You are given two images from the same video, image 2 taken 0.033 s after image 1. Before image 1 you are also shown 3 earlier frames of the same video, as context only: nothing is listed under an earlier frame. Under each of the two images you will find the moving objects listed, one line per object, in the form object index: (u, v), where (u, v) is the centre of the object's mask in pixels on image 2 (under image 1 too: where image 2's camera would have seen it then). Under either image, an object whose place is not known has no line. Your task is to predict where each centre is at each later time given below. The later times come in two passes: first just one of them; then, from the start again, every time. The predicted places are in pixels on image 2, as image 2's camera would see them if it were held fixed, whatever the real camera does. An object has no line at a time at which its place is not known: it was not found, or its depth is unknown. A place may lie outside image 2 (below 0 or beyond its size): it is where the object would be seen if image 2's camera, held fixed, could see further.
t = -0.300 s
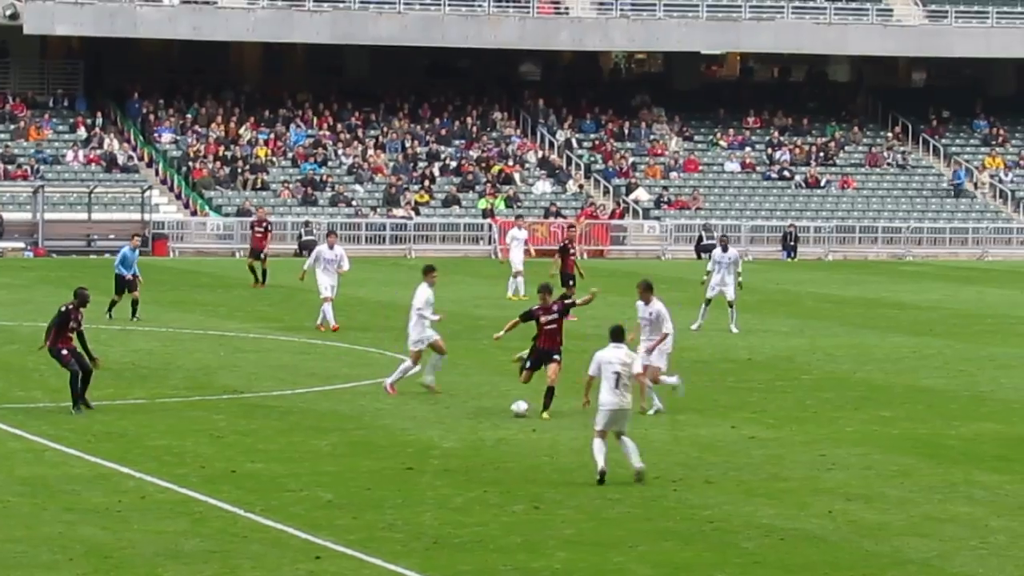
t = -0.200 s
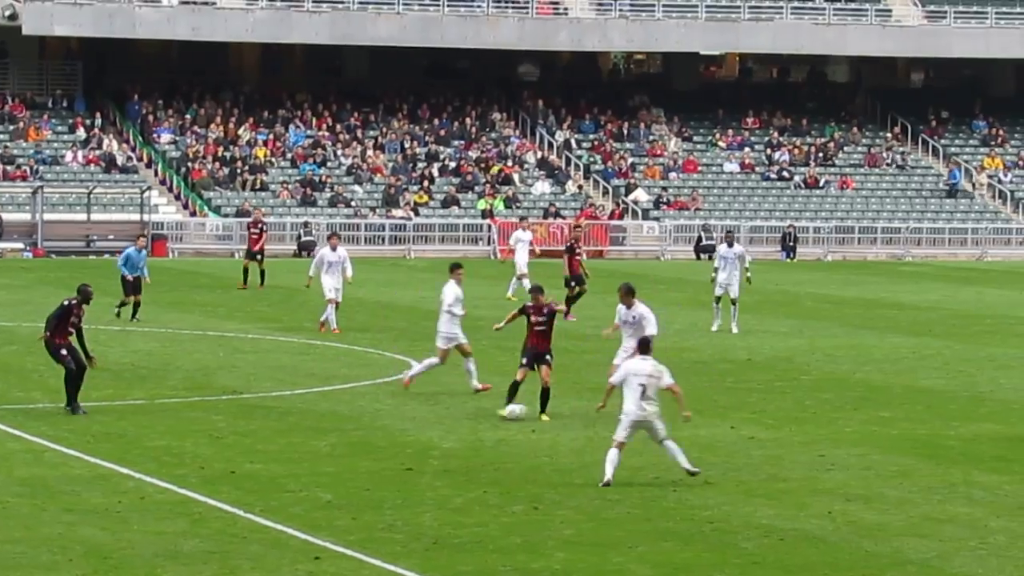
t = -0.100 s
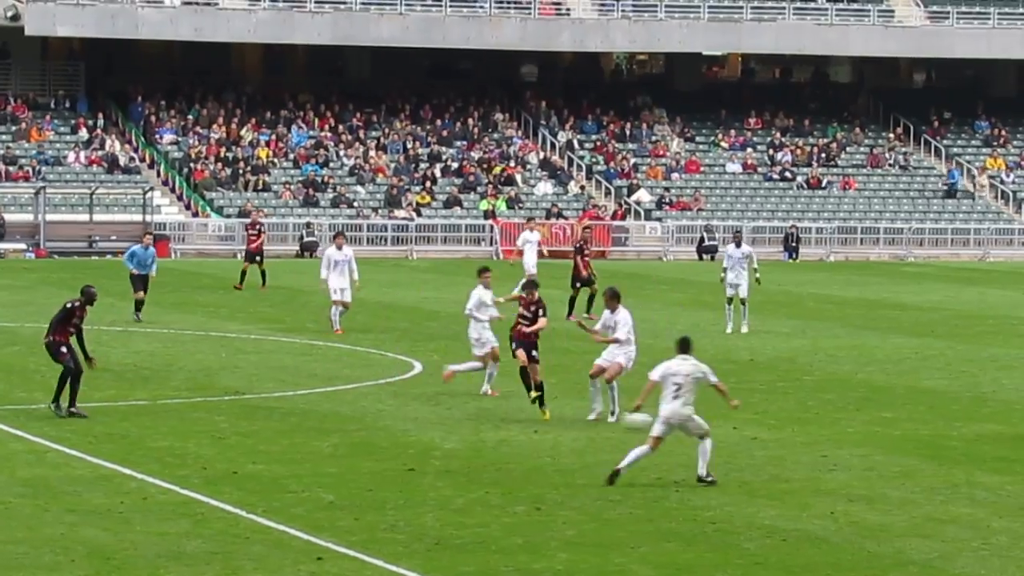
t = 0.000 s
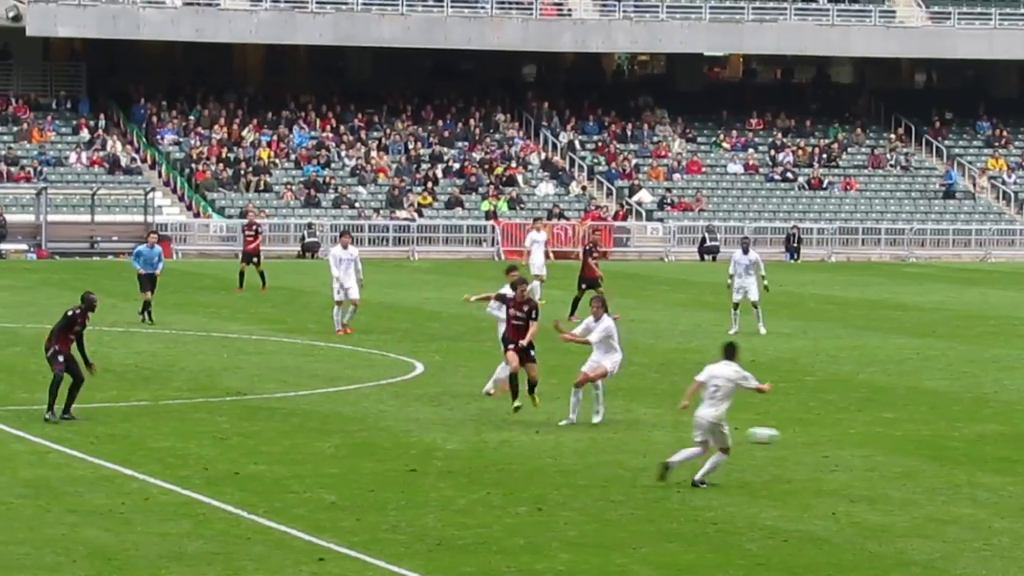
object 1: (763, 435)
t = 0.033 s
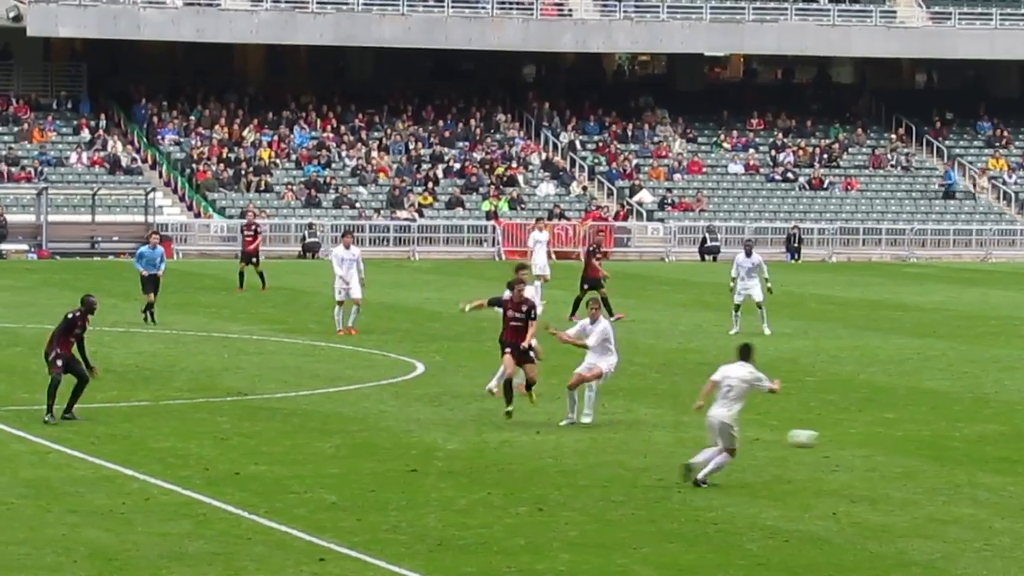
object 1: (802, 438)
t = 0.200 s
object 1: (996, 454)
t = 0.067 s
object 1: (842, 440)
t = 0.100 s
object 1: (881, 442)
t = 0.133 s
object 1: (919, 446)
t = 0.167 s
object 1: (958, 450)
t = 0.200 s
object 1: (996, 454)
